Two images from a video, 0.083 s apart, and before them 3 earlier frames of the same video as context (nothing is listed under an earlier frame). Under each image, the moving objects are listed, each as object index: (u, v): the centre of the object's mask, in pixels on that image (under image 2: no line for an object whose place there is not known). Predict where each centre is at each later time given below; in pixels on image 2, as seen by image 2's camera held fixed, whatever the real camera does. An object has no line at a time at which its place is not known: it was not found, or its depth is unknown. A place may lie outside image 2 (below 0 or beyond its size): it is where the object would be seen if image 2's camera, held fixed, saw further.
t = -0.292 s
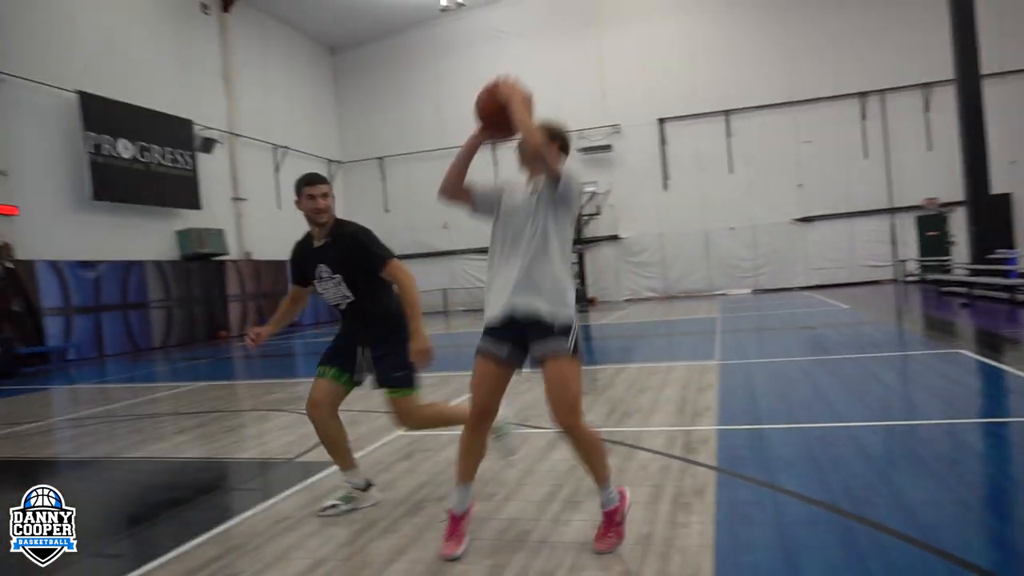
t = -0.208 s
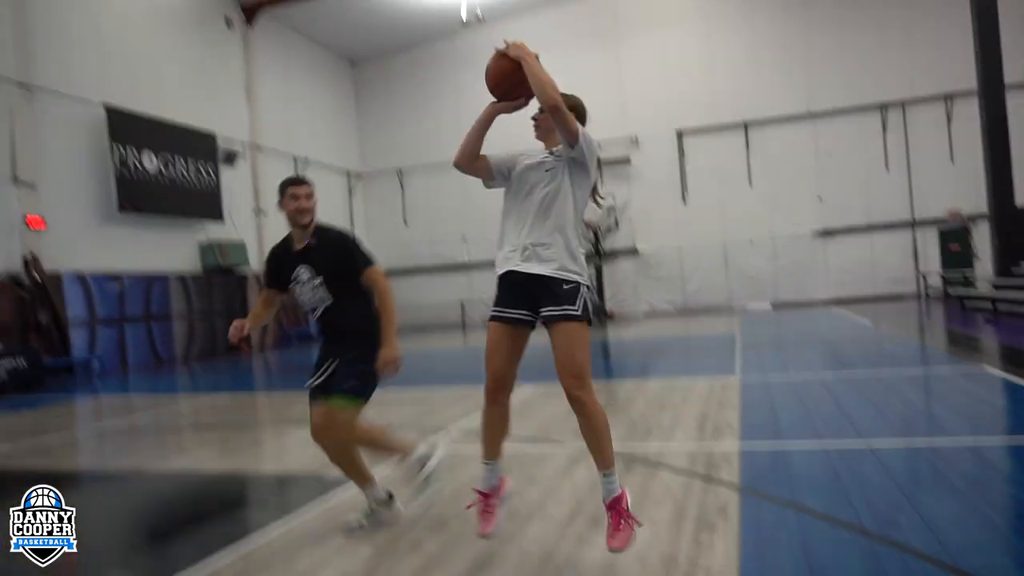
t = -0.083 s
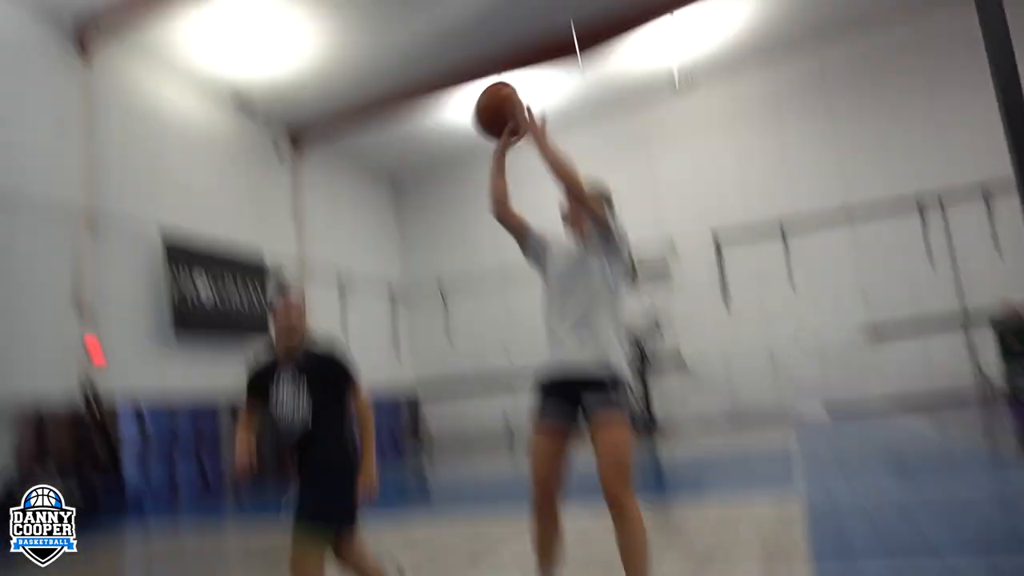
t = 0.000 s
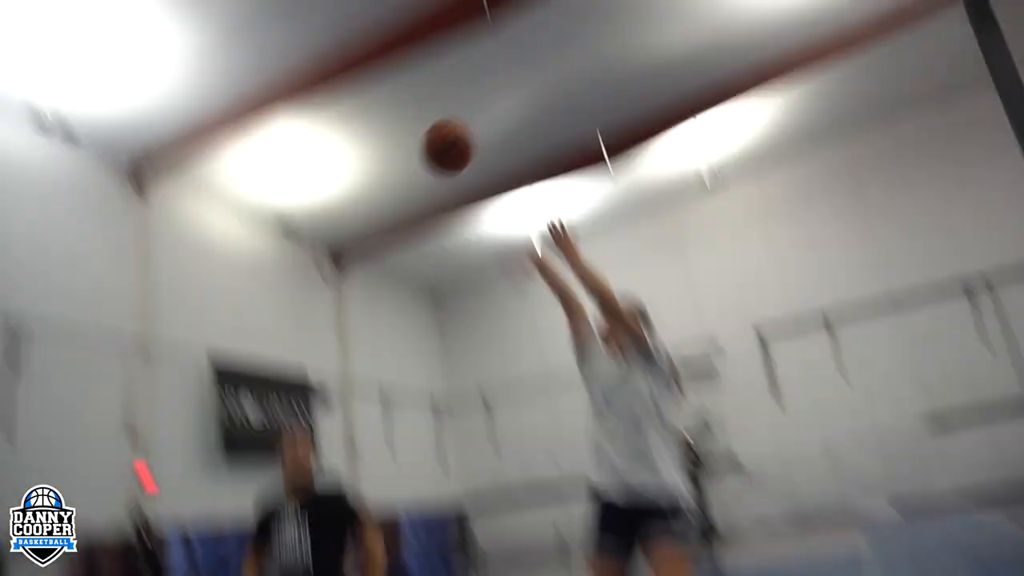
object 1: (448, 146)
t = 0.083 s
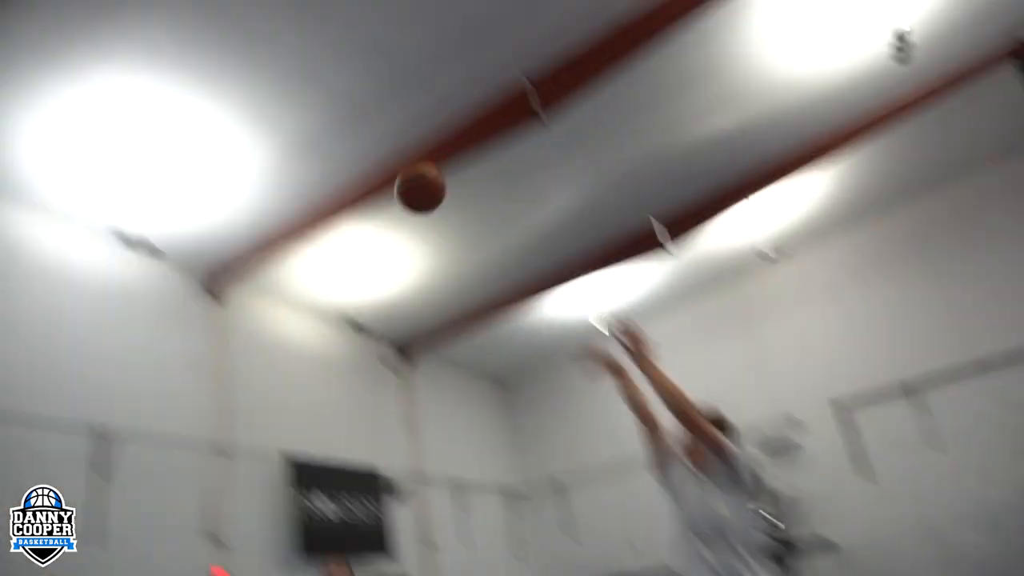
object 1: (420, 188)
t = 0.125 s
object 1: (382, 168)
